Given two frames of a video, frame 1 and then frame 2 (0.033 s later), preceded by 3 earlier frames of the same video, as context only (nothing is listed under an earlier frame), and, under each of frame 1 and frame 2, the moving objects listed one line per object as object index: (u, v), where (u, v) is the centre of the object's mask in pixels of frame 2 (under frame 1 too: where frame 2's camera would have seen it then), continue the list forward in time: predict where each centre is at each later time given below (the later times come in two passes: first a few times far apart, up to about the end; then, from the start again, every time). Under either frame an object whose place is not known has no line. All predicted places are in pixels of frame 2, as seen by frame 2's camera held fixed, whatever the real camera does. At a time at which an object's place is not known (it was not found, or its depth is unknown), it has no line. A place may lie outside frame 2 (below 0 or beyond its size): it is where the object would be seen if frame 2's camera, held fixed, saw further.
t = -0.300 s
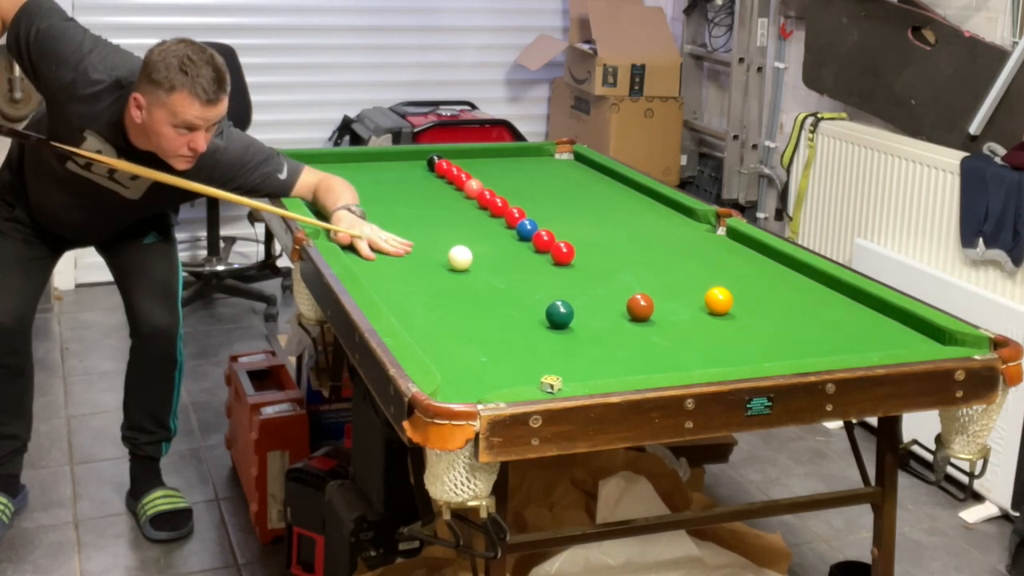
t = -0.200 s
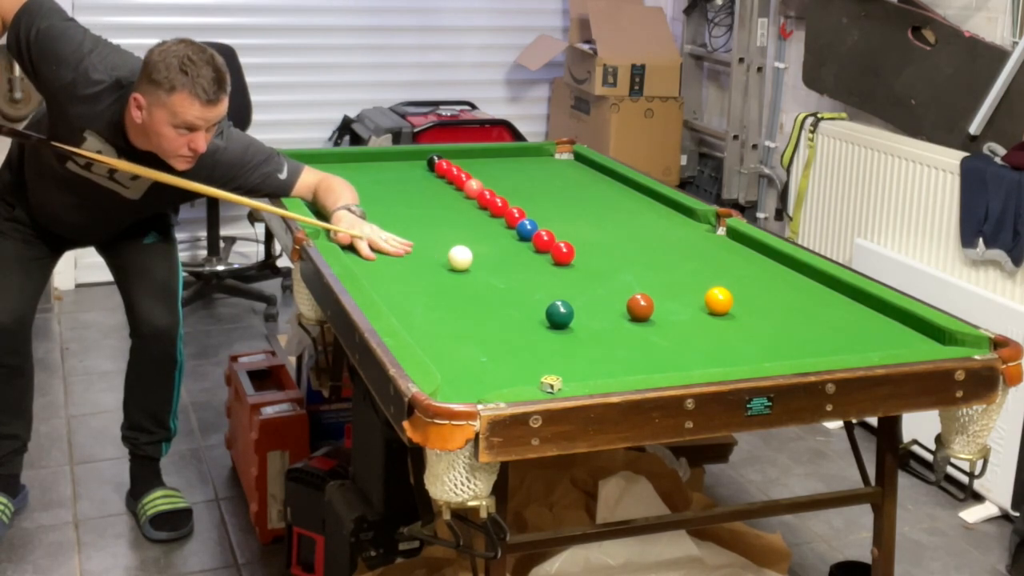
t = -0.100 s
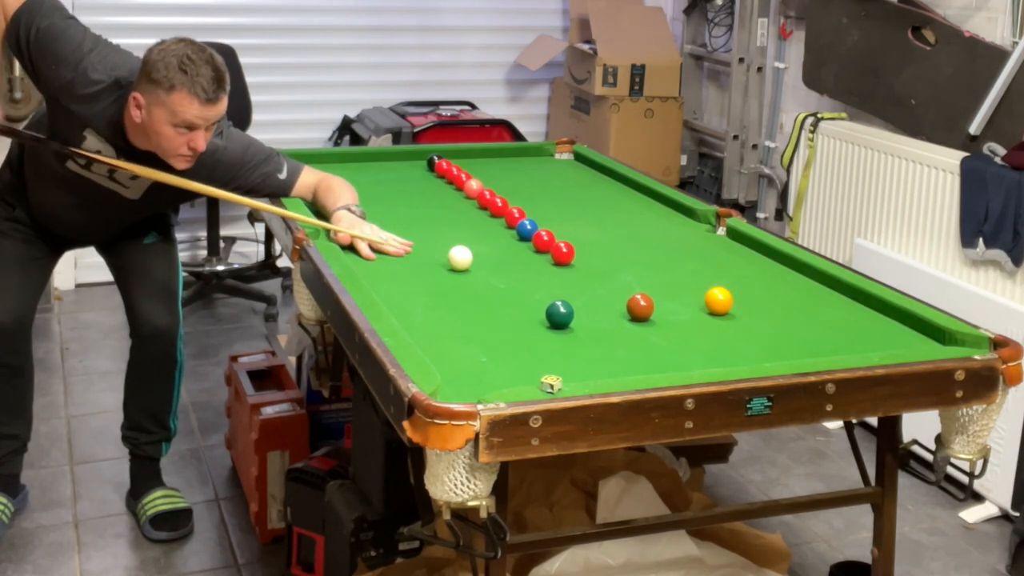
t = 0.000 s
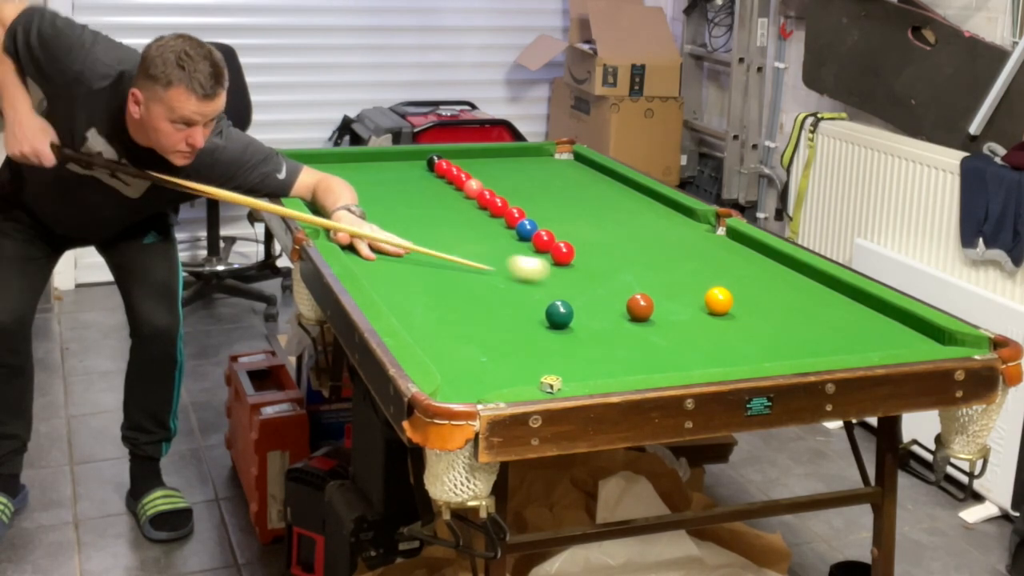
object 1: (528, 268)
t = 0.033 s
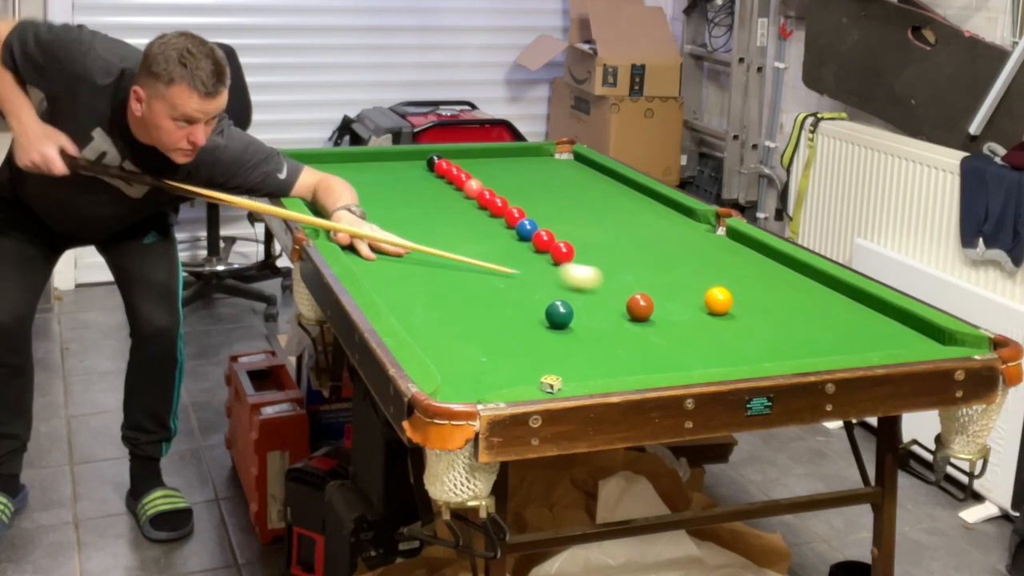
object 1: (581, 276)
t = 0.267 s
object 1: (687, 290)
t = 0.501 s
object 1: (675, 282)
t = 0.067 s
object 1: (632, 283)
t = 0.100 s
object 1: (684, 293)
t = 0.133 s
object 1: (694, 294)
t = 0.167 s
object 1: (693, 293)
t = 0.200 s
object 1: (691, 292)
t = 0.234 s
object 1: (689, 291)
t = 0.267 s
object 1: (687, 290)
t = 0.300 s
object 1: (685, 288)
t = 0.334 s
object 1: (683, 287)
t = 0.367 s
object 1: (682, 286)
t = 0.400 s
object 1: (680, 285)
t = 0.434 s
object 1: (678, 284)
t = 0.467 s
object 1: (677, 283)
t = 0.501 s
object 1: (675, 282)
